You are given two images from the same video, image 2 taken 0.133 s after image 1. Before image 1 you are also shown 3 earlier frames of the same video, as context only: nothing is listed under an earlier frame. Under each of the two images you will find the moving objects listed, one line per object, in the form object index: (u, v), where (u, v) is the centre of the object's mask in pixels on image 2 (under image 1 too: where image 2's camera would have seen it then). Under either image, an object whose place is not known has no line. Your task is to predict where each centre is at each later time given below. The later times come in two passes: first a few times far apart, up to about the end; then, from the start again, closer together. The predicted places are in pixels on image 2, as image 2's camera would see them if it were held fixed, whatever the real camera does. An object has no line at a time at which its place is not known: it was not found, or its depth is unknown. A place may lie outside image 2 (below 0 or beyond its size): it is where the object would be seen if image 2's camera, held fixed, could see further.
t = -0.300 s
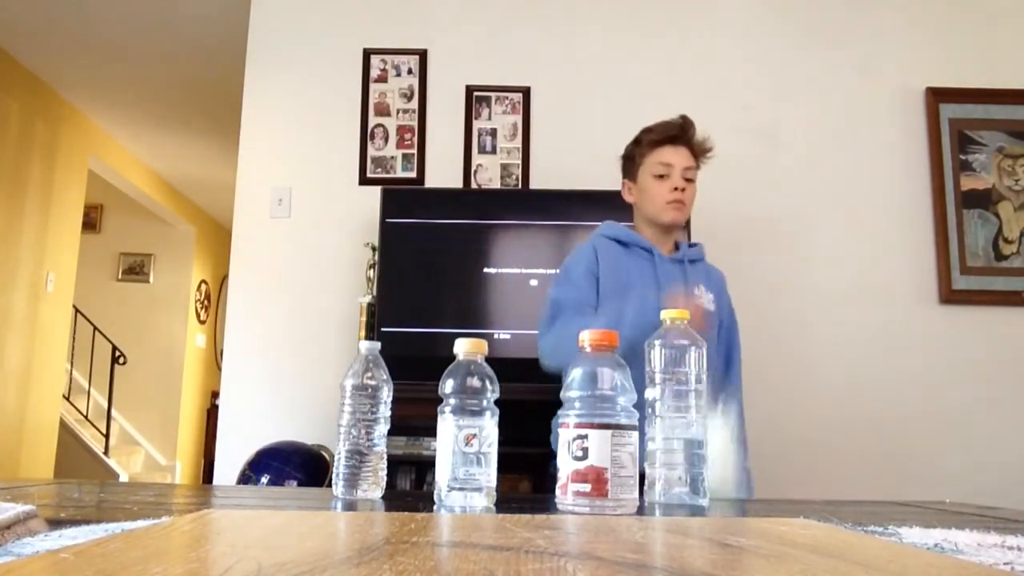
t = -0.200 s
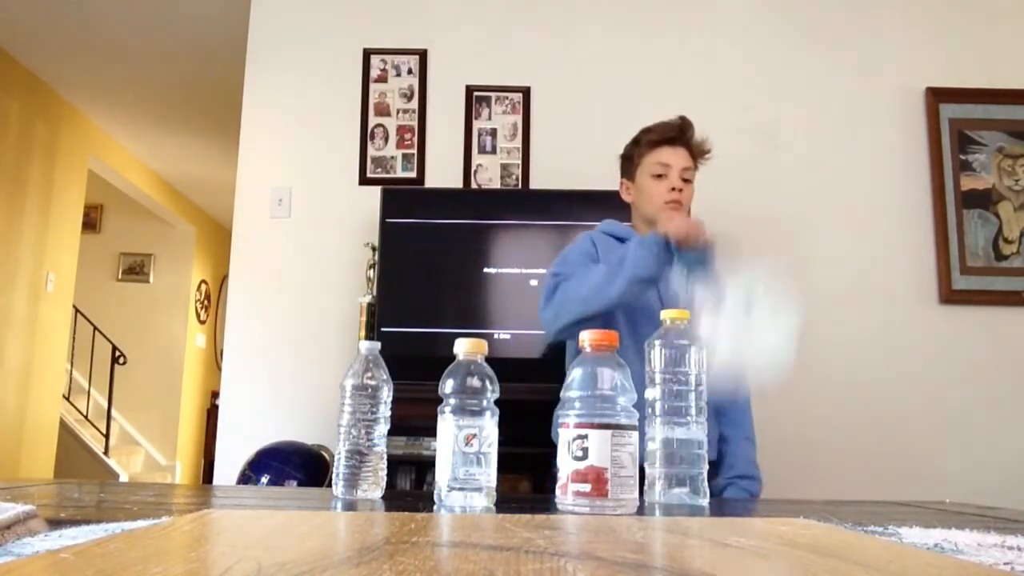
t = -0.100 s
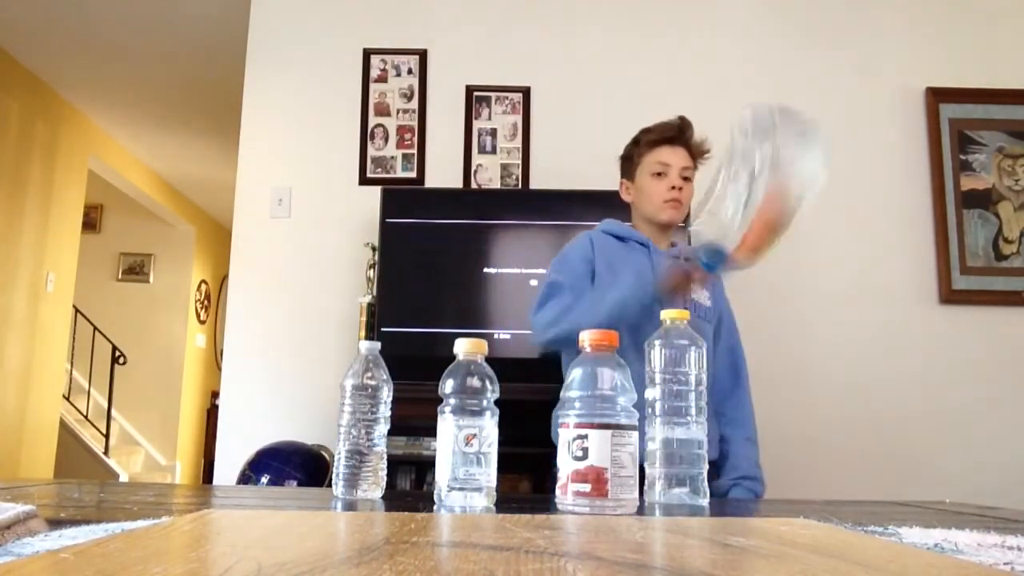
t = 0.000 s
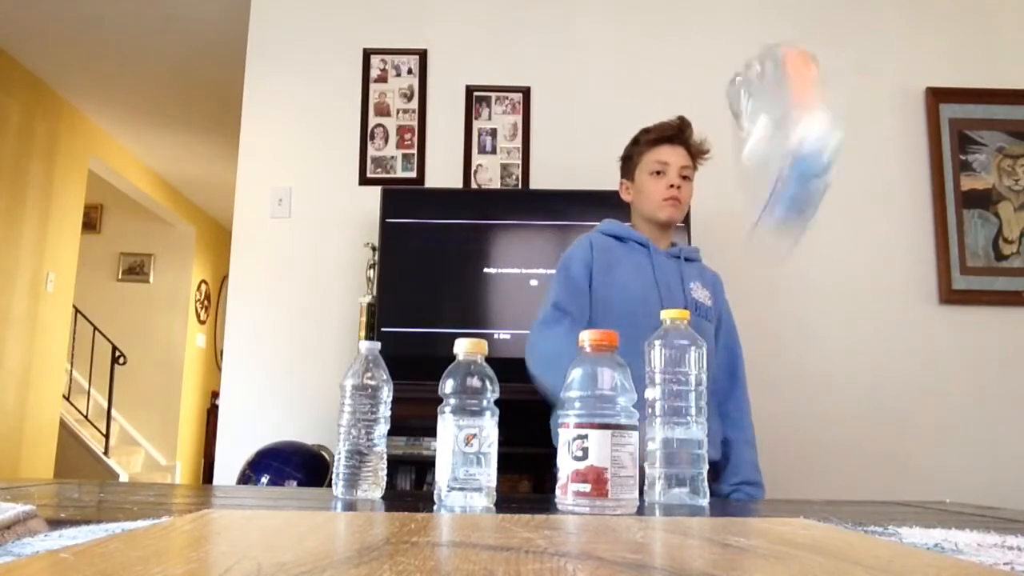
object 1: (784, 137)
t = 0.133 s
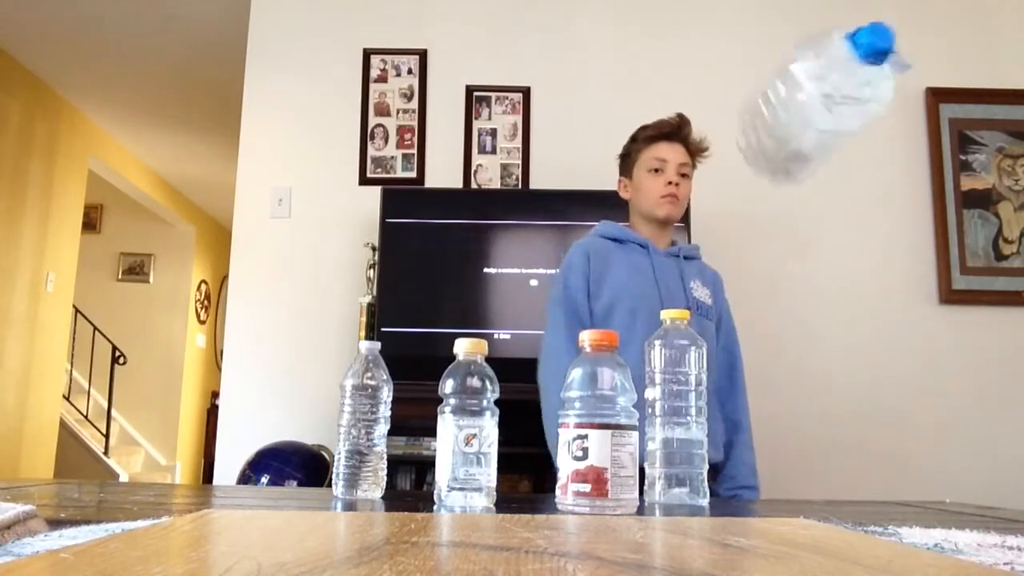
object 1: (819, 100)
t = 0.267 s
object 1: (851, 214)
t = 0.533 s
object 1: (880, 401)
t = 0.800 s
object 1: (878, 401)
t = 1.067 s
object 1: (878, 401)
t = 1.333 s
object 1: (878, 401)
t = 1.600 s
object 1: (878, 401)
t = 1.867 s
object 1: (878, 401)
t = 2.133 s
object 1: (878, 401)
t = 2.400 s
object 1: (878, 401)
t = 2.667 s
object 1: (878, 401)
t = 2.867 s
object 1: (878, 401)
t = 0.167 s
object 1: (827, 113)
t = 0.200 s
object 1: (837, 138)
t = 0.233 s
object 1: (843, 173)
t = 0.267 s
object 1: (851, 214)
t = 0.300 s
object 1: (859, 267)
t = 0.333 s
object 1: (870, 323)
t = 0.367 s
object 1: (879, 389)
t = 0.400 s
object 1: (878, 398)
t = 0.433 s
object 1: (876, 399)
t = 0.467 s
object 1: (881, 400)
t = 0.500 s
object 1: (880, 400)
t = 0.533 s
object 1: (880, 401)
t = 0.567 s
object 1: (879, 401)
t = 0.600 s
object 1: (878, 401)
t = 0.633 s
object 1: (878, 401)
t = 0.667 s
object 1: (878, 401)
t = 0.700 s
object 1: (878, 401)
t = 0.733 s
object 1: (878, 401)
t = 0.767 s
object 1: (878, 401)
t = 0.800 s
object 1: (878, 401)
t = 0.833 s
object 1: (878, 401)
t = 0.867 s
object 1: (878, 401)
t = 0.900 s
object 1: (878, 401)
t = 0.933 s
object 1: (878, 401)
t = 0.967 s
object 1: (878, 401)
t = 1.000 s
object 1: (878, 401)
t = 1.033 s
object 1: (878, 401)
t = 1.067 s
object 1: (878, 401)
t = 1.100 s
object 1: (878, 401)
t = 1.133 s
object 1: (878, 401)
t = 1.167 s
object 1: (878, 401)
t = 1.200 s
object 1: (878, 401)
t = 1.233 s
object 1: (878, 401)
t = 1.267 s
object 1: (878, 401)
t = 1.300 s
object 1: (878, 401)
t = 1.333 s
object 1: (878, 401)
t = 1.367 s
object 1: (878, 401)
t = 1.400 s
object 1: (878, 401)
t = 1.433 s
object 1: (878, 401)
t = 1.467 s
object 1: (878, 401)
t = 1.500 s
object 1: (878, 401)
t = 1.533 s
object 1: (878, 401)
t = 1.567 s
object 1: (878, 401)
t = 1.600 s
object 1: (878, 401)
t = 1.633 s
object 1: (878, 401)
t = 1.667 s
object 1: (878, 401)
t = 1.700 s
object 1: (878, 401)
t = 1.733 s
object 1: (878, 401)
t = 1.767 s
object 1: (878, 401)
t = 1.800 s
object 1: (878, 401)
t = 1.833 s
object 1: (878, 401)
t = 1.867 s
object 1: (878, 401)
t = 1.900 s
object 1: (878, 401)
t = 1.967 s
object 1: (878, 401)
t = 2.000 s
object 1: (878, 401)
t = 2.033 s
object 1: (878, 401)
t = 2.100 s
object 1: (878, 401)
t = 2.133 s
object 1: (878, 401)
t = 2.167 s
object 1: (878, 401)
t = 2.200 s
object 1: (878, 401)
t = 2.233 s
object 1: (878, 401)
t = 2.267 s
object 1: (878, 401)
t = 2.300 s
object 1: (878, 401)
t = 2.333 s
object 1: (878, 401)
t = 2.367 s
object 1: (878, 401)
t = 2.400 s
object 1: (878, 401)
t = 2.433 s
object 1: (878, 401)
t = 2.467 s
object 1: (878, 401)
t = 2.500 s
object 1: (878, 401)
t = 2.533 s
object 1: (878, 401)
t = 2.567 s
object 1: (878, 401)
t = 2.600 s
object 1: (878, 401)
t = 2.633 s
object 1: (878, 401)
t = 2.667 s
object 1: (878, 401)
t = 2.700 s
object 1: (878, 401)
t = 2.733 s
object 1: (878, 401)
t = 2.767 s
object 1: (878, 401)
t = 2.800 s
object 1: (878, 401)
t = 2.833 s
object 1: (878, 402)
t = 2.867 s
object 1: (878, 401)
